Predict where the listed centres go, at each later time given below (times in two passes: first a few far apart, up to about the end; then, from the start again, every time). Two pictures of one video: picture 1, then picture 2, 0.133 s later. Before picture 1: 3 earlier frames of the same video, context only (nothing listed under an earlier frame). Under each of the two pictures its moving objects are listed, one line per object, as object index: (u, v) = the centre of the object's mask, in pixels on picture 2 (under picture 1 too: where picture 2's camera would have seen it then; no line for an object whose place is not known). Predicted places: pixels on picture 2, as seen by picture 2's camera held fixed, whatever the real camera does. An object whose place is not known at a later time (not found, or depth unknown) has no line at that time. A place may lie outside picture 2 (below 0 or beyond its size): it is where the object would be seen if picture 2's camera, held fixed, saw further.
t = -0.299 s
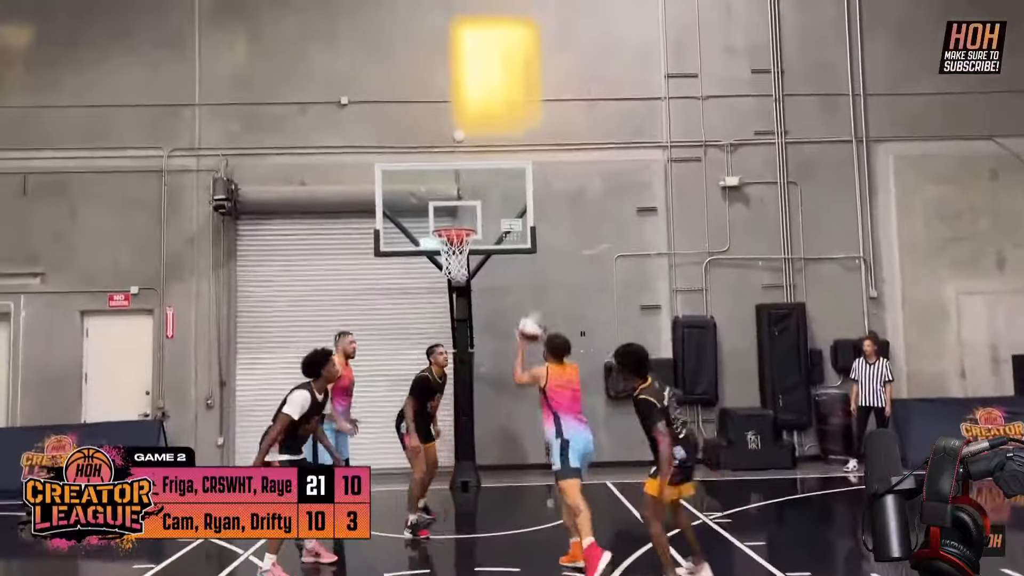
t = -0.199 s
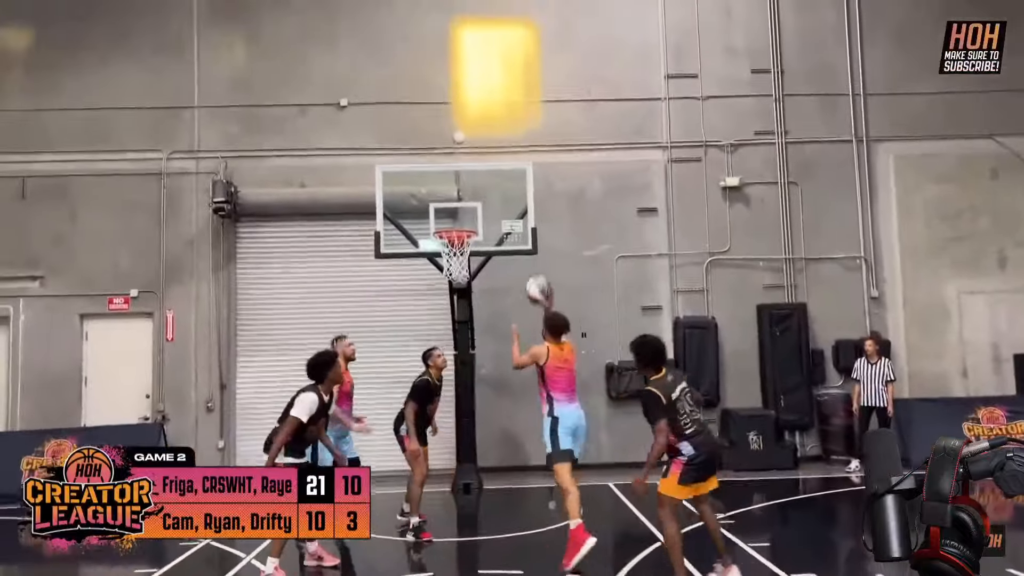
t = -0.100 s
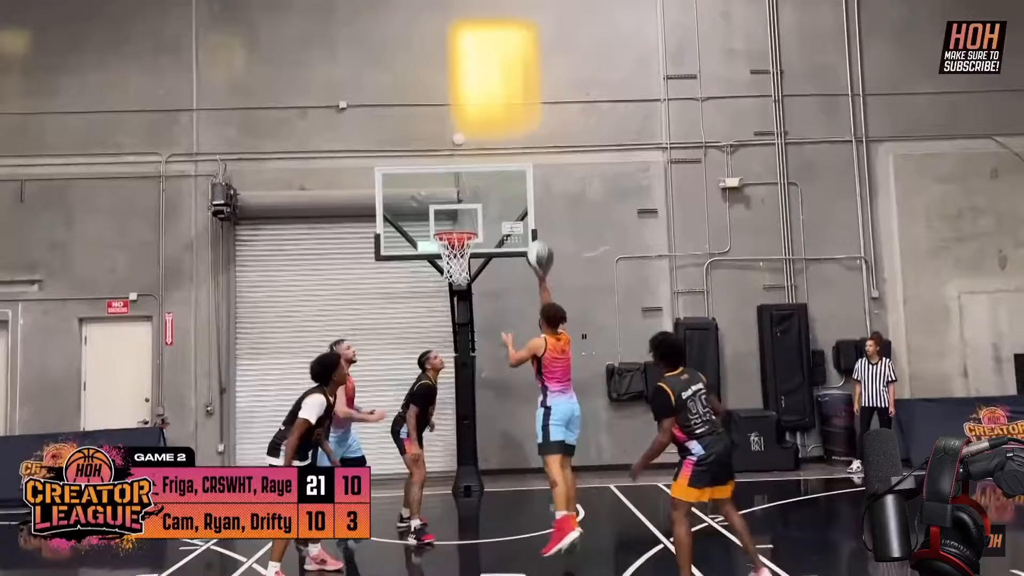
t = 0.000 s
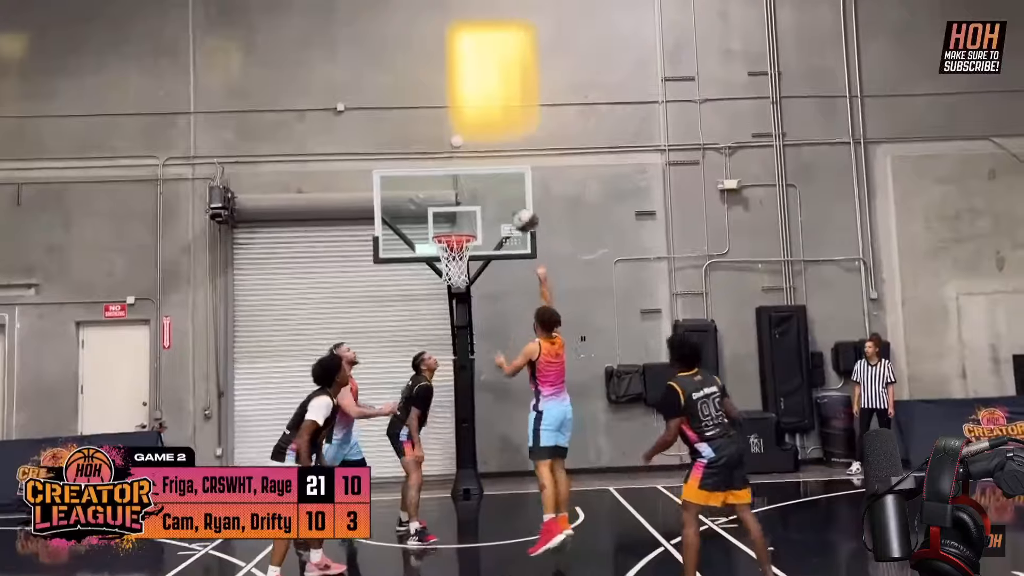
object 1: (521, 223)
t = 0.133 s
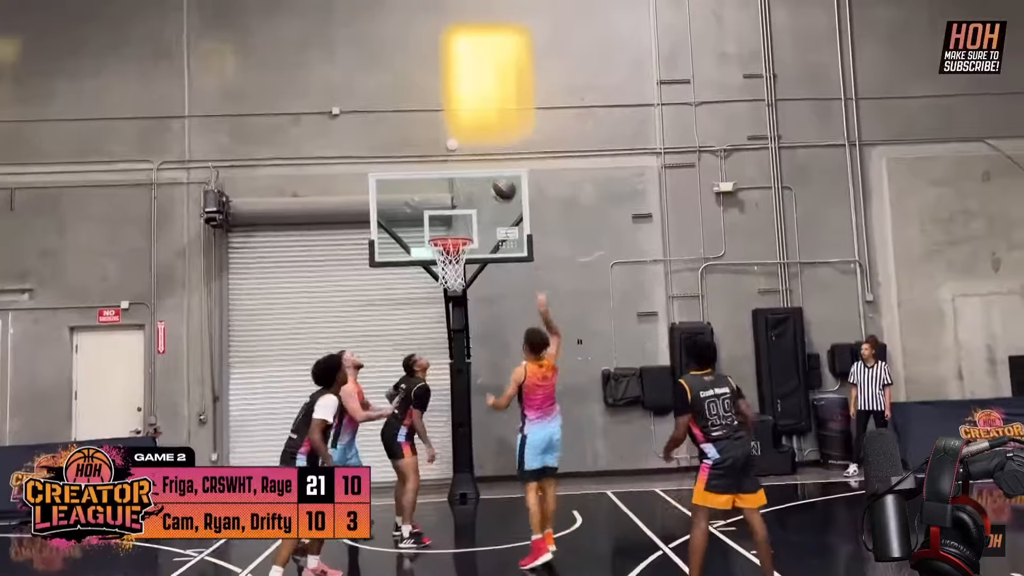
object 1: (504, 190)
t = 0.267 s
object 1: (488, 179)
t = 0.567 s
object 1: (459, 211)
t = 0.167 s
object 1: (500, 187)
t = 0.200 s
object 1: (496, 183)
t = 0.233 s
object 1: (492, 181)
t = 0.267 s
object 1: (488, 179)
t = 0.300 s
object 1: (484, 179)
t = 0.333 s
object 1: (481, 179)
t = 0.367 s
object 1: (478, 180)
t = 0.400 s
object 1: (474, 184)
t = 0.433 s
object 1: (471, 187)
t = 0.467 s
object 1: (467, 192)
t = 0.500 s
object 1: (463, 198)
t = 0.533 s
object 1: (461, 203)
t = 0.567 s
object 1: (459, 211)
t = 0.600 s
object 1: (456, 219)
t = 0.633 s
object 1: (454, 227)
